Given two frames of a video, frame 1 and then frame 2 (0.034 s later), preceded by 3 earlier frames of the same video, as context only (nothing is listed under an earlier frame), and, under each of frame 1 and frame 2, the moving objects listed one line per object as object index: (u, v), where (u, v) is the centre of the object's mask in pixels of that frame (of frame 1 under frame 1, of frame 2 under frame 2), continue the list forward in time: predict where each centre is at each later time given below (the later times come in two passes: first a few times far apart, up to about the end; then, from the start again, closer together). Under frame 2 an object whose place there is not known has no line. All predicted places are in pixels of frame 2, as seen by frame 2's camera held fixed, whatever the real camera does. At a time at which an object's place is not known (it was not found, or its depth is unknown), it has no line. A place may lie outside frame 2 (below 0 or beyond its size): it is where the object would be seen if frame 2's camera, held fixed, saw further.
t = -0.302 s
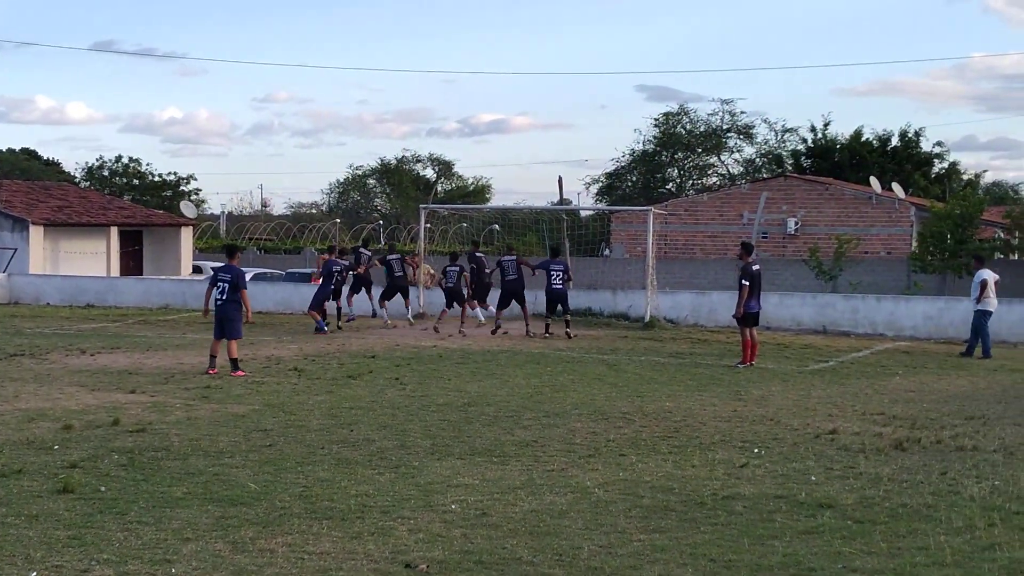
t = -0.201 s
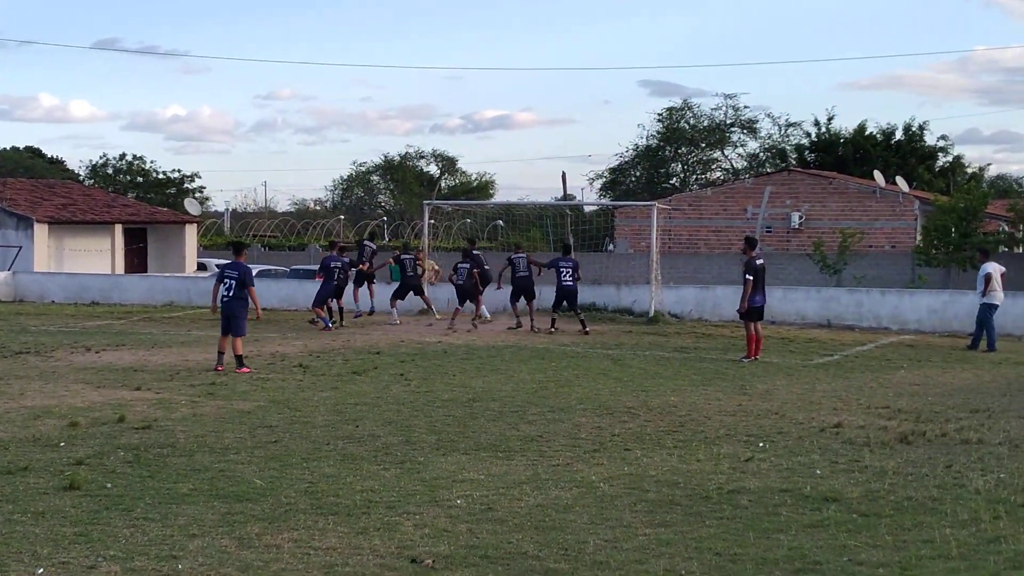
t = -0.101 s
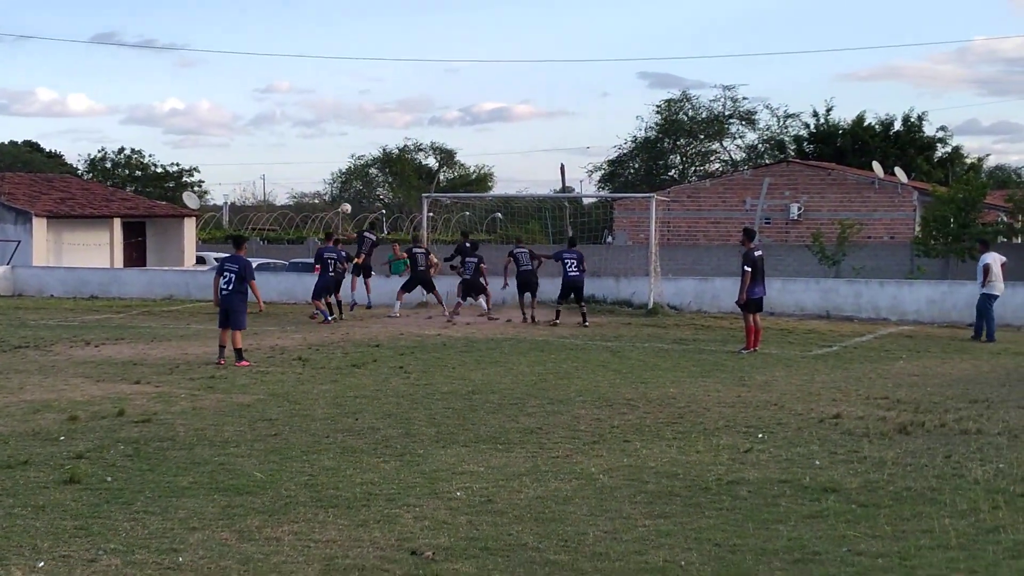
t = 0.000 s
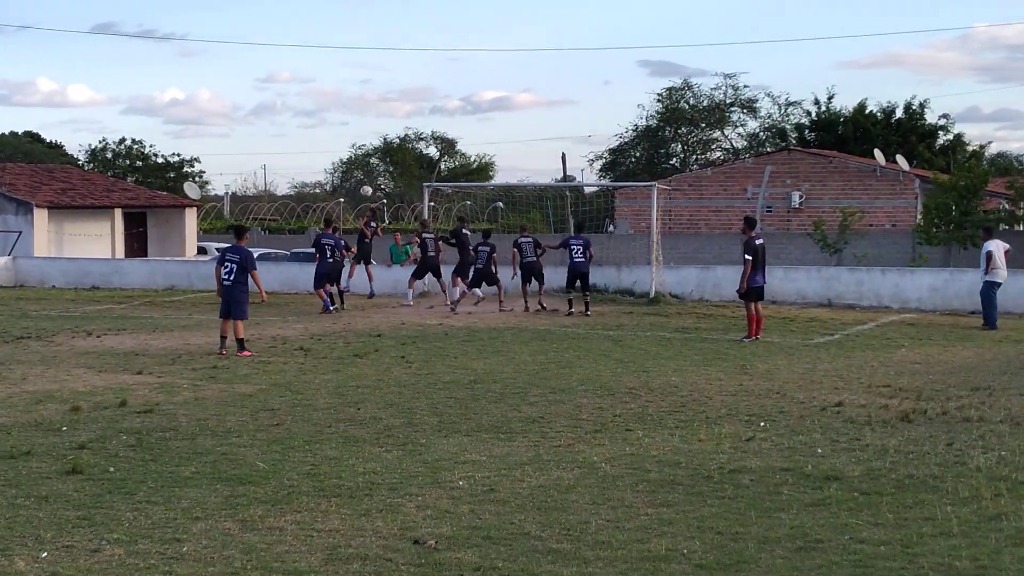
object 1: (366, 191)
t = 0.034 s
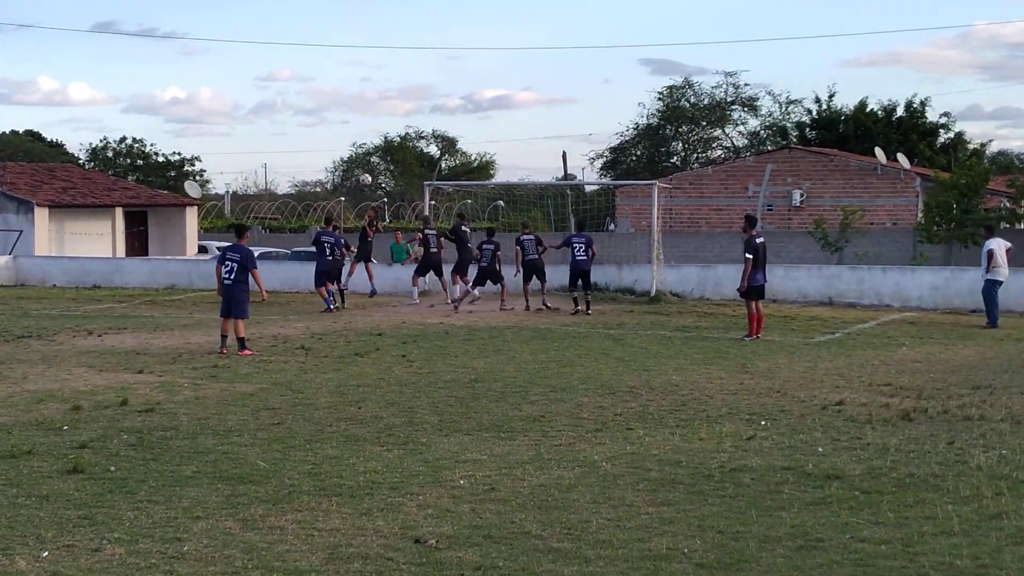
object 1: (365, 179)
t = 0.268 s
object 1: (355, 119)
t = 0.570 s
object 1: (344, 78)
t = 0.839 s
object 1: (335, 82)
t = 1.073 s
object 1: (327, 118)
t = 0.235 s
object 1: (357, 126)
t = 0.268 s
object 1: (355, 119)
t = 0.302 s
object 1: (355, 112)
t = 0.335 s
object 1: (353, 106)
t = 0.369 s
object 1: (352, 100)
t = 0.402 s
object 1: (350, 95)
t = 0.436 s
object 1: (349, 90)
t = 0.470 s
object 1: (348, 87)
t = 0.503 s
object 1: (346, 84)
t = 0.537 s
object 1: (345, 81)
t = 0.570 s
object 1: (344, 78)
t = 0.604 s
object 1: (343, 76)
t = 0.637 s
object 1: (342, 75)
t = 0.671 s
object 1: (341, 75)
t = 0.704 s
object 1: (340, 75)
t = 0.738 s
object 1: (338, 75)
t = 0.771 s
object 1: (337, 77)
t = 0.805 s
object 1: (336, 79)
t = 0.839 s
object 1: (335, 82)
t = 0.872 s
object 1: (334, 85)
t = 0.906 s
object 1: (332, 89)
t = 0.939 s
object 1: (332, 94)
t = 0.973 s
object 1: (331, 99)
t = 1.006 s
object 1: (329, 105)
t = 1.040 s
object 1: (328, 111)
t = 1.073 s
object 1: (327, 118)
